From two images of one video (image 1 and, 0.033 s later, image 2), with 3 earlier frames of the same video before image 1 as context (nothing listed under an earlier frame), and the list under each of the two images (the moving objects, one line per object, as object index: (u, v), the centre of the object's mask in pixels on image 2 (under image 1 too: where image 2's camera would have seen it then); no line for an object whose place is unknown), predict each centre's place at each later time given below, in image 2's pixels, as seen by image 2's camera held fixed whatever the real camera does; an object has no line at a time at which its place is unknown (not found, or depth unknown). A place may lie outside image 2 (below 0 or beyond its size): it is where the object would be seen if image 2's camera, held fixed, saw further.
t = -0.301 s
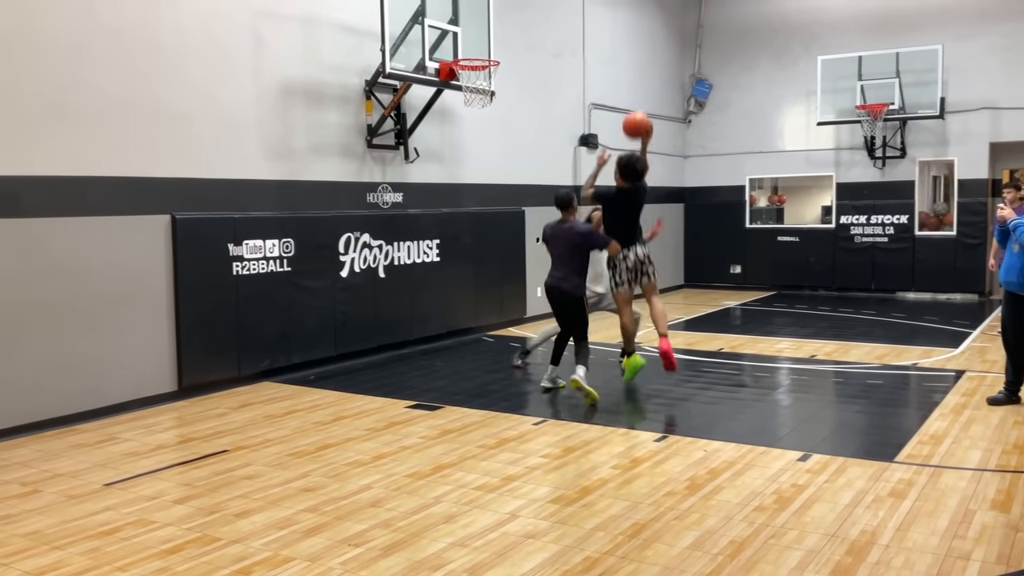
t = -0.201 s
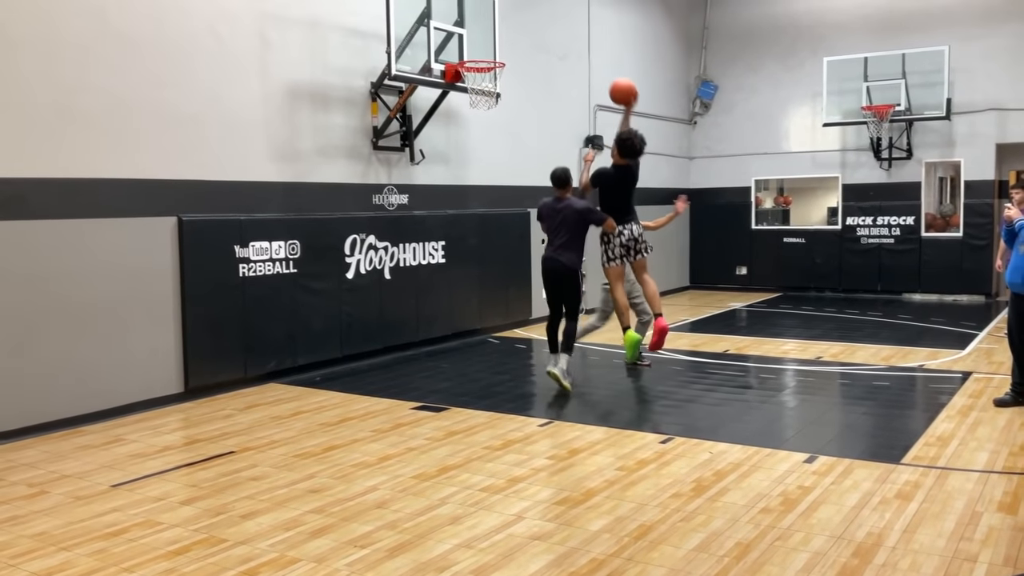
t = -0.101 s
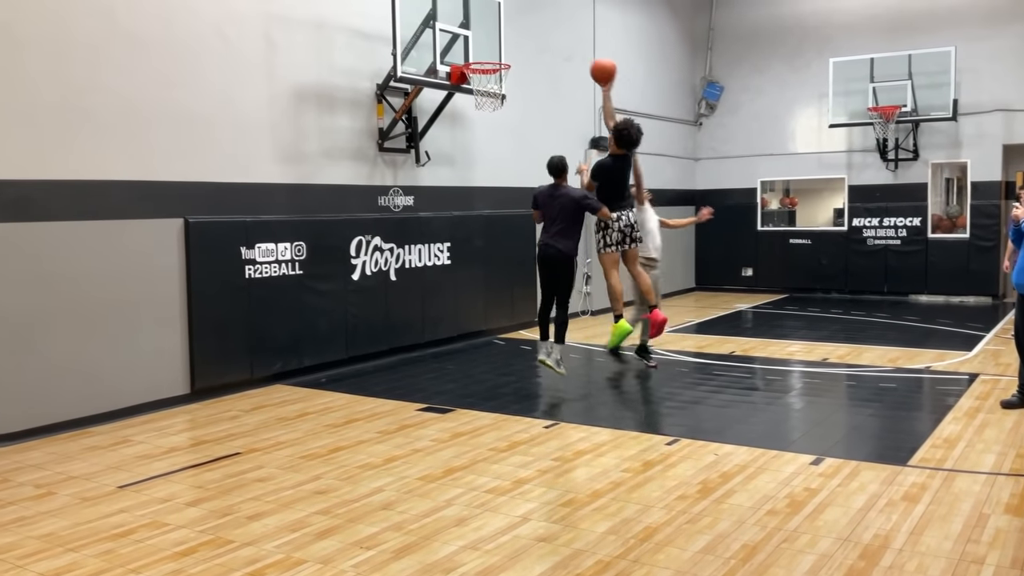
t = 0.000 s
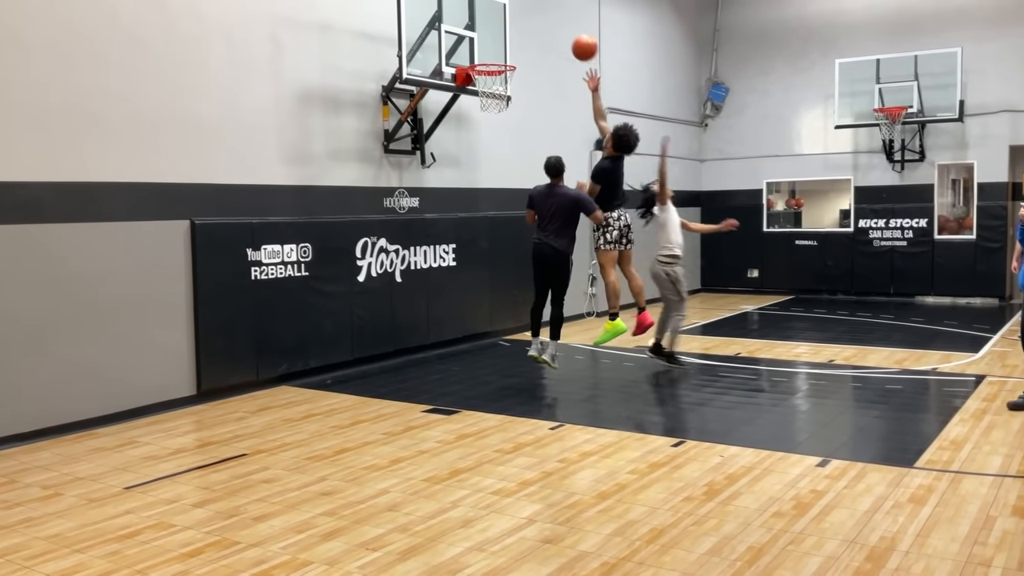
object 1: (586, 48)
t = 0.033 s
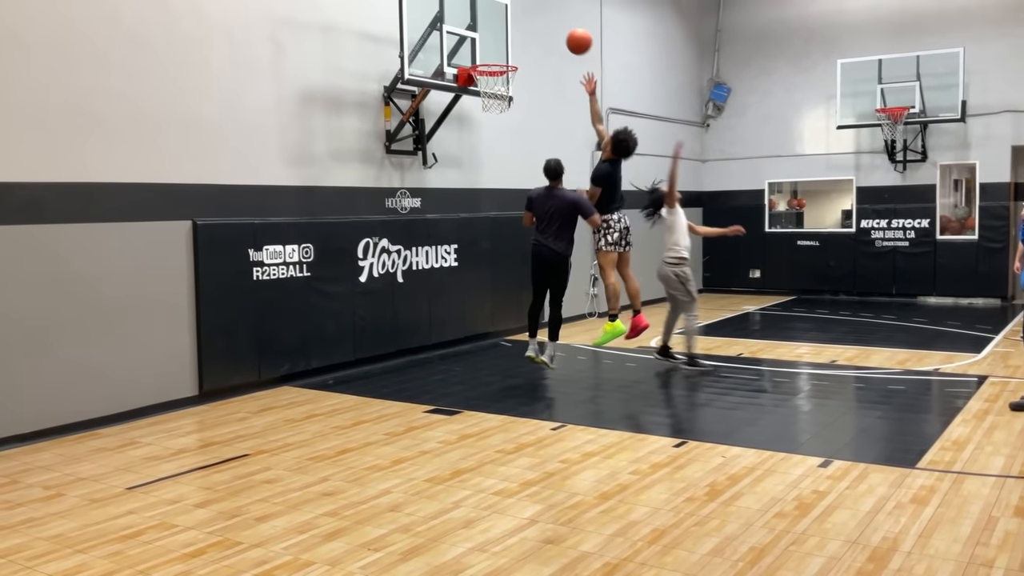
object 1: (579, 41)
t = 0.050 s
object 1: (575, 38)
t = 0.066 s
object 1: (572, 36)
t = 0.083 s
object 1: (568, 34)
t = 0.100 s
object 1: (565, 32)
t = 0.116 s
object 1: (561, 30)
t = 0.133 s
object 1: (557, 29)
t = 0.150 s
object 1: (554, 28)
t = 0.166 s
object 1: (550, 27)
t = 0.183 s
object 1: (547, 27)
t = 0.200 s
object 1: (543, 27)
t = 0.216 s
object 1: (540, 27)
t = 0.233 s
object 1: (537, 27)
